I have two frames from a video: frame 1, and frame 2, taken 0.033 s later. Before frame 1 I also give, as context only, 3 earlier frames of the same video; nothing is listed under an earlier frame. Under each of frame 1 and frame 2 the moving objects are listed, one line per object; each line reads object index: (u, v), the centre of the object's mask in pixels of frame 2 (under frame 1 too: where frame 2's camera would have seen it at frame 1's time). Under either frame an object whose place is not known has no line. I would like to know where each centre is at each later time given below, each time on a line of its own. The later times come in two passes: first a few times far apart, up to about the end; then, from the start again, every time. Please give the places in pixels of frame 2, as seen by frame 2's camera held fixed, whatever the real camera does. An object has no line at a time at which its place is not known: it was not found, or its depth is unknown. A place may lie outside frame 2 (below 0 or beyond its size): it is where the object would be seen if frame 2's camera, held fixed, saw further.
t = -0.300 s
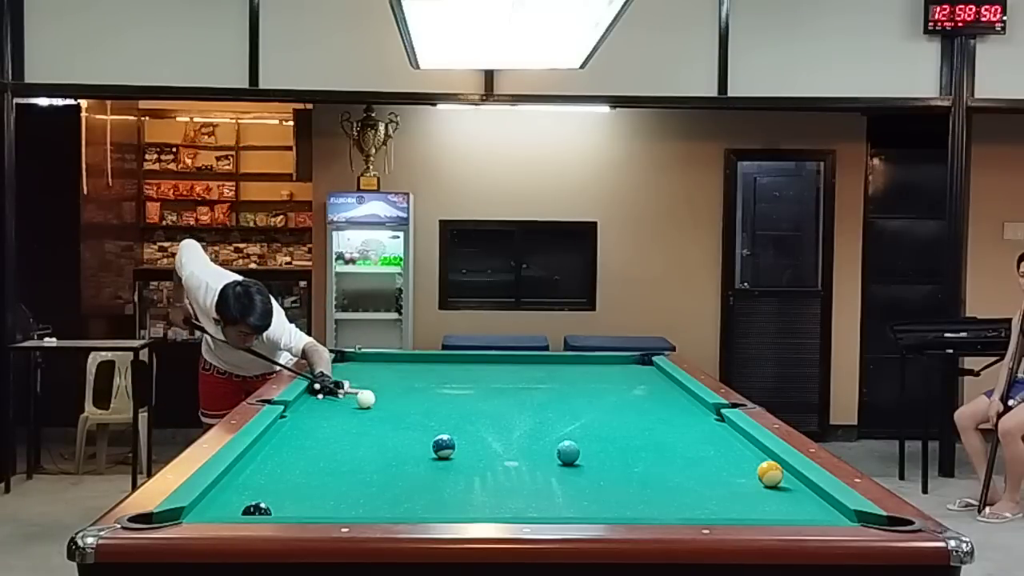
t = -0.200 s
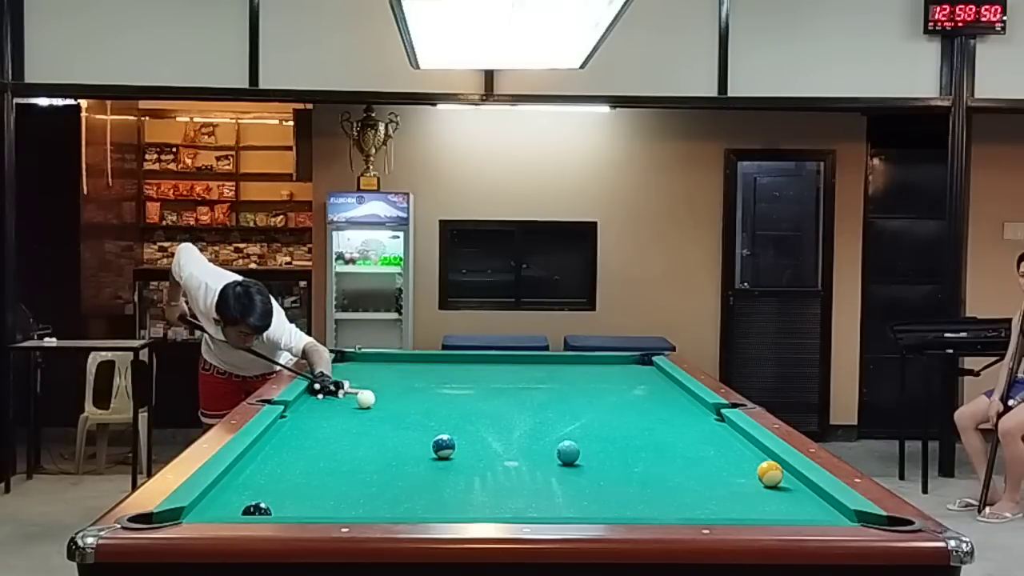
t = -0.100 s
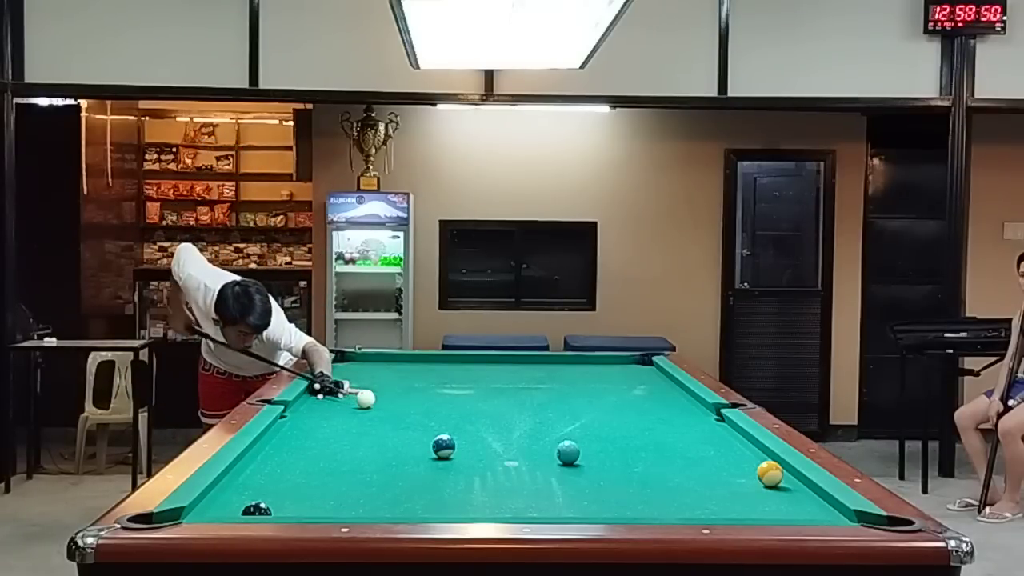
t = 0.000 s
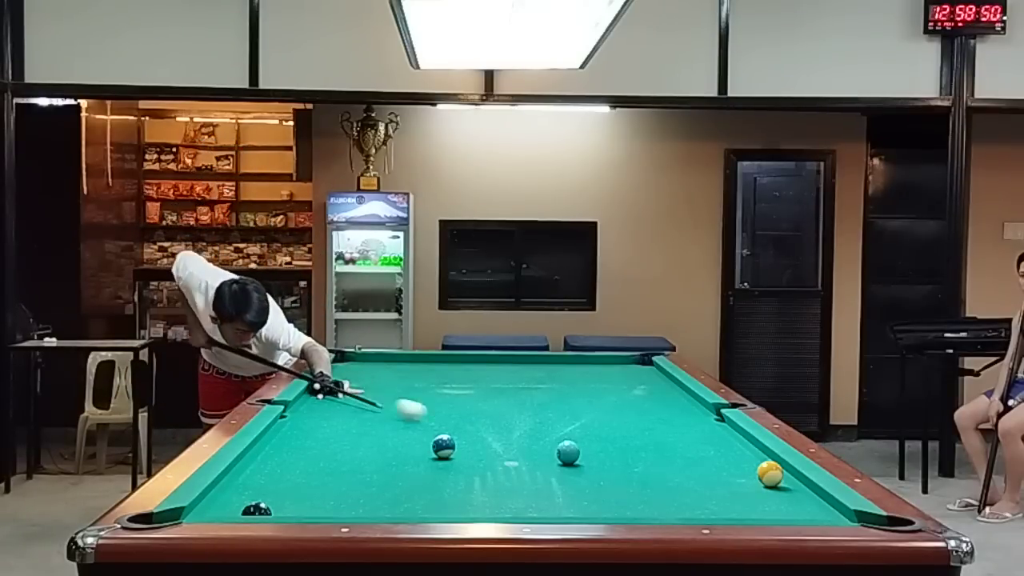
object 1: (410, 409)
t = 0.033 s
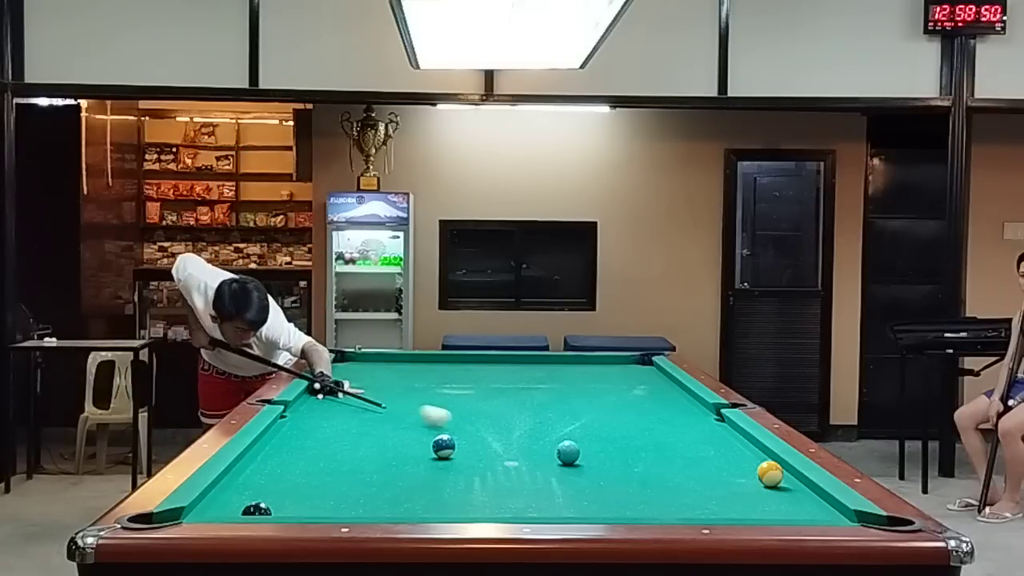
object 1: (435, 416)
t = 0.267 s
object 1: (557, 449)
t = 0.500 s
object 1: (567, 451)
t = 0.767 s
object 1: (577, 453)
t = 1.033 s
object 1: (586, 455)
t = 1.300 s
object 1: (592, 456)
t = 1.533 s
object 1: (596, 457)
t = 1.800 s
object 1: (599, 457)
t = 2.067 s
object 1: (600, 457)
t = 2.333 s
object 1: (600, 458)
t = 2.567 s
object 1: (600, 457)
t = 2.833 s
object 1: (600, 457)
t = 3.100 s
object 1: (600, 457)
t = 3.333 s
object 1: (599, 457)
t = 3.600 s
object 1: (600, 457)
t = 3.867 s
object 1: (600, 457)
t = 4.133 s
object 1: (600, 457)
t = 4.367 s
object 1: (600, 457)
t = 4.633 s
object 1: (600, 457)
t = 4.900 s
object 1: (600, 457)
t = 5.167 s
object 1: (600, 457)
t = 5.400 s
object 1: (600, 457)
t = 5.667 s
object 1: (600, 457)
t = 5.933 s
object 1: (600, 457)
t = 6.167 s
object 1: (600, 457)
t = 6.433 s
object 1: (600, 457)
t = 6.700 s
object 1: (600, 457)
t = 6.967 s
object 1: (600, 457)
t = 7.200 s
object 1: (600, 457)
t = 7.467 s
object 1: (600, 457)
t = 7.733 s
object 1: (600, 457)
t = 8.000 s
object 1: (600, 458)
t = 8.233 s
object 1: (600, 457)
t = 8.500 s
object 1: (600, 457)
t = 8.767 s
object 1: (600, 457)
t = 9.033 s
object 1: (600, 457)
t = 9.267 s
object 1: (600, 457)
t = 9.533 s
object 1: (600, 457)
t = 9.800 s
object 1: (600, 457)
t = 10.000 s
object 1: (600, 457)
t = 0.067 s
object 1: (460, 422)
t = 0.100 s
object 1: (486, 429)
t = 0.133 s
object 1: (513, 436)
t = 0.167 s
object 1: (542, 444)
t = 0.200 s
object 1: (554, 448)
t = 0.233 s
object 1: (556, 448)
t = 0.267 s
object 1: (557, 449)
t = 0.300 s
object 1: (559, 449)
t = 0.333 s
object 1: (560, 449)
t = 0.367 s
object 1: (562, 450)
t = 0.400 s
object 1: (563, 450)
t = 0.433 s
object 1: (565, 450)
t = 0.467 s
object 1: (566, 451)
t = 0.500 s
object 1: (567, 451)
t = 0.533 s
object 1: (569, 451)
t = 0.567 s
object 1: (570, 452)
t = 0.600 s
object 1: (571, 452)
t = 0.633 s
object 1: (573, 452)
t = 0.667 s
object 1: (574, 452)
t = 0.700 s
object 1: (575, 452)
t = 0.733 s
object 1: (577, 453)
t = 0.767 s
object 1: (577, 453)
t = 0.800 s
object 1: (579, 453)
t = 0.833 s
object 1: (580, 454)
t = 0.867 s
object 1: (581, 454)
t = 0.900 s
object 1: (582, 454)
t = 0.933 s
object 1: (583, 454)
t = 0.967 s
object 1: (584, 454)
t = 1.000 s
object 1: (585, 455)
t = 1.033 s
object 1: (586, 455)
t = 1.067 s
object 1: (587, 455)
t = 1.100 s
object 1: (588, 455)
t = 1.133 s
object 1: (588, 455)
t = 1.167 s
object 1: (589, 455)
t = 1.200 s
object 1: (590, 456)
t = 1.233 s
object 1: (591, 456)
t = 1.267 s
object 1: (591, 456)
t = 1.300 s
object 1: (592, 456)
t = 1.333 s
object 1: (593, 456)
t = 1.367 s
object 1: (593, 456)
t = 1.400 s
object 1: (594, 456)
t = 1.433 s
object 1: (594, 457)
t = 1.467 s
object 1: (595, 457)
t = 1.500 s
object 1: (595, 457)
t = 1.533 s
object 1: (596, 457)
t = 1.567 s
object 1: (596, 457)
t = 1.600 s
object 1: (597, 457)
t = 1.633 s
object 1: (597, 457)
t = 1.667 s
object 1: (597, 457)
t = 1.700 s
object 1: (598, 457)
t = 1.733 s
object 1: (598, 457)
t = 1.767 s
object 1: (598, 457)
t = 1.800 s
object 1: (599, 457)
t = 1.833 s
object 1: (599, 457)
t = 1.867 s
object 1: (599, 457)
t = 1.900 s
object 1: (599, 458)
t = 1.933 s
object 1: (599, 457)
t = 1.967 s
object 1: (599, 457)
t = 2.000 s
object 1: (599, 457)
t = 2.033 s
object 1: (600, 457)
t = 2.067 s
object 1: (600, 457)
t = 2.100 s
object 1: (600, 458)
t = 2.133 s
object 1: (600, 457)
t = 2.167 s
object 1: (600, 457)
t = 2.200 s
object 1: (600, 457)
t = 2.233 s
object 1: (600, 457)
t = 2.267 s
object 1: (600, 458)
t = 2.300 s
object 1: (600, 458)
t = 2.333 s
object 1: (600, 458)
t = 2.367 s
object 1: (600, 458)
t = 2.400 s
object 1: (600, 457)
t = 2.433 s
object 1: (600, 457)
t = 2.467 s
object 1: (600, 457)
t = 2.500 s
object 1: (600, 457)
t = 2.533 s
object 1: (600, 457)
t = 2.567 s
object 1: (600, 457)
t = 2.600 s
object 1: (600, 457)
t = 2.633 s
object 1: (600, 457)
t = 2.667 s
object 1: (600, 457)
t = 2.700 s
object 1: (600, 457)
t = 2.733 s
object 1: (600, 457)
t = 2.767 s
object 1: (600, 457)
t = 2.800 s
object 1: (599, 457)
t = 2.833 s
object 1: (600, 457)
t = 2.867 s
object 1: (600, 457)
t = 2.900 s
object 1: (599, 457)
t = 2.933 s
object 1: (599, 457)
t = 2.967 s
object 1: (600, 457)
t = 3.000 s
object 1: (600, 457)
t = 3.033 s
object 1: (600, 457)
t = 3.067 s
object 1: (600, 457)
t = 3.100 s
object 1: (600, 457)
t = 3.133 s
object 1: (600, 457)
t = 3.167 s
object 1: (599, 457)
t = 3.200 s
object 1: (600, 457)
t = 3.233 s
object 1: (599, 457)
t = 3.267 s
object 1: (599, 457)
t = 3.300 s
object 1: (599, 457)
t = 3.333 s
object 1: (599, 457)
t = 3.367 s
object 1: (599, 457)
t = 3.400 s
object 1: (599, 457)
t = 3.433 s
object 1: (599, 457)
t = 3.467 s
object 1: (599, 457)
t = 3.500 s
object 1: (600, 457)
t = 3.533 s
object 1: (600, 457)
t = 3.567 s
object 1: (600, 457)
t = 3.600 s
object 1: (600, 457)
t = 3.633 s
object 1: (600, 457)
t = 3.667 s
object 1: (600, 457)
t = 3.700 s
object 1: (600, 457)
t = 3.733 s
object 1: (600, 457)
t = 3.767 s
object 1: (600, 457)
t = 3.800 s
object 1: (600, 457)
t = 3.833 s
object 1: (600, 457)
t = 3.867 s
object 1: (600, 457)
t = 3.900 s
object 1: (600, 457)
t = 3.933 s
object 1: (600, 457)
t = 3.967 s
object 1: (600, 457)
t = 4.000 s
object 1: (600, 457)
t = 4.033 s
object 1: (600, 457)
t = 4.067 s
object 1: (600, 457)
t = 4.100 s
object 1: (600, 457)
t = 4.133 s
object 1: (600, 457)
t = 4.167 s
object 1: (600, 457)
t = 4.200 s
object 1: (600, 457)
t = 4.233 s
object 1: (600, 457)
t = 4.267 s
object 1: (600, 457)
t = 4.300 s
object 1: (600, 457)
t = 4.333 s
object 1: (600, 457)
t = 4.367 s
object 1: (600, 457)
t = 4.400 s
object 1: (600, 457)
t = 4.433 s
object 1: (600, 457)
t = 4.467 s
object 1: (600, 457)
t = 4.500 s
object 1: (600, 457)
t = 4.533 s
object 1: (600, 457)
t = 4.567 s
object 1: (600, 457)
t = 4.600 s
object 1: (600, 457)
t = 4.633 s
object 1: (600, 457)
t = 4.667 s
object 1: (600, 457)
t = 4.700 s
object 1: (600, 457)
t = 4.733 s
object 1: (600, 458)
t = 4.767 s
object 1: (600, 457)
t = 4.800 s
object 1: (600, 457)
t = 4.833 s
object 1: (600, 457)
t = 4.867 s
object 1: (600, 457)
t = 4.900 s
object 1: (600, 457)
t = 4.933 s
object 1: (600, 457)
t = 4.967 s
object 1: (600, 457)
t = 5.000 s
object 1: (600, 457)
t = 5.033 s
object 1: (600, 457)
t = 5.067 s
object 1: (600, 457)
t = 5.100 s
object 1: (600, 457)
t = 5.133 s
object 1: (600, 457)
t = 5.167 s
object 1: (600, 457)
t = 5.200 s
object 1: (600, 457)
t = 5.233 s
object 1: (600, 457)
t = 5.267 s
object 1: (600, 457)
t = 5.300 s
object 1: (600, 457)
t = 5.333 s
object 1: (600, 457)
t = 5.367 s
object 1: (600, 457)
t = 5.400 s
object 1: (600, 457)
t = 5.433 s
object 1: (600, 457)
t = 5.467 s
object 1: (600, 457)
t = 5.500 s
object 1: (600, 457)
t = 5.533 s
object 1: (600, 457)
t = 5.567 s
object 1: (600, 457)
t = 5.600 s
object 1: (600, 457)
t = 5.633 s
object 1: (600, 457)
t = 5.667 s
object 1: (600, 457)
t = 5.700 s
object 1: (600, 457)
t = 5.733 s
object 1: (600, 457)
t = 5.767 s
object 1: (600, 457)
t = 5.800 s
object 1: (600, 457)
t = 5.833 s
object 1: (600, 457)
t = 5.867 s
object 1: (600, 457)
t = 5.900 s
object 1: (600, 457)
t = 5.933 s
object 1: (600, 457)
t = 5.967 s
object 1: (600, 457)
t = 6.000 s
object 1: (600, 457)
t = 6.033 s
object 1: (600, 457)
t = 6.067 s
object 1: (600, 457)
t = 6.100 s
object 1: (600, 457)
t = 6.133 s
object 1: (600, 457)
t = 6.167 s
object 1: (600, 457)
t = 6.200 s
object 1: (600, 457)
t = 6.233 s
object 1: (600, 457)
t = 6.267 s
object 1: (600, 457)
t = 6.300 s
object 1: (600, 457)
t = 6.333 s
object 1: (600, 457)
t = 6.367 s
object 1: (600, 457)
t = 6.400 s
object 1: (600, 458)
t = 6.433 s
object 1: (600, 457)
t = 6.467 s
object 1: (600, 457)
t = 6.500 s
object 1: (600, 457)
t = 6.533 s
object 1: (600, 457)
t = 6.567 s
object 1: (600, 457)
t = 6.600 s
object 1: (600, 457)
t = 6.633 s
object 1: (600, 457)
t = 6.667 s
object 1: (600, 457)
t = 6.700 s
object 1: (600, 457)
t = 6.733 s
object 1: (600, 457)
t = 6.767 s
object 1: (600, 457)
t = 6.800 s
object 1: (600, 457)
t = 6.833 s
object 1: (600, 457)
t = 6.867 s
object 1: (600, 457)
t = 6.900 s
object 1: (600, 457)
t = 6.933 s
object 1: (600, 457)
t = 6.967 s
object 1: (600, 457)
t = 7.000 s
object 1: (600, 457)
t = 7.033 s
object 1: (600, 457)
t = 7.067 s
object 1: (600, 457)
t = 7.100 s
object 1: (600, 457)
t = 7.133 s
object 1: (600, 457)
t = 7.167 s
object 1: (600, 457)
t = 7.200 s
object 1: (600, 457)
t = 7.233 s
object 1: (600, 457)
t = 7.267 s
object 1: (600, 457)
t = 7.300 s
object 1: (600, 457)
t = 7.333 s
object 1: (600, 457)
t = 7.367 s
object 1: (600, 457)
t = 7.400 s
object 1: (600, 457)
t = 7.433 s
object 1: (600, 457)
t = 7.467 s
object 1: (600, 457)
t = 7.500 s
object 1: (600, 457)
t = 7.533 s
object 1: (600, 457)
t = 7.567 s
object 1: (600, 458)
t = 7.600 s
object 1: (600, 457)
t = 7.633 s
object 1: (600, 458)
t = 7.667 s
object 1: (600, 457)
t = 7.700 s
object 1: (600, 458)
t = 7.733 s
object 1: (600, 457)
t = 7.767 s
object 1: (600, 457)
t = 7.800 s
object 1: (600, 457)
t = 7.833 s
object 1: (600, 458)
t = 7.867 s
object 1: (600, 458)
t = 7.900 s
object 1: (600, 457)
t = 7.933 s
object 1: (600, 457)
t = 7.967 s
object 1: (600, 457)
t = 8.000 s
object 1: (600, 458)
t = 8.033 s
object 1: (600, 457)
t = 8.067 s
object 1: (600, 457)
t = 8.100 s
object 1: (600, 457)
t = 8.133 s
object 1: (600, 457)
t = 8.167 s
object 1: (600, 457)
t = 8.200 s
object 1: (600, 457)
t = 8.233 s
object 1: (600, 457)
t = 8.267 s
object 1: (600, 457)
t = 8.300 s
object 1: (600, 457)
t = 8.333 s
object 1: (600, 457)
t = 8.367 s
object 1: (600, 457)
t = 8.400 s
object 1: (600, 457)
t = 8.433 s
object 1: (600, 457)
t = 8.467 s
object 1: (600, 457)
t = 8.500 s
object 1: (600, 457)
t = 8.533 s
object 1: (600, 457)
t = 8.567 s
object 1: (600, 457)
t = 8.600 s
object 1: (600, 457)
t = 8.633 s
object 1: (600, 457)
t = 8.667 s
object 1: (600, 457)
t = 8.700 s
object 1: (600, 457)
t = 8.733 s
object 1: (600, 457)
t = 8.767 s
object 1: (600, 457)
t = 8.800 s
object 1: (600, 457)
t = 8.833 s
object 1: (600, 457)
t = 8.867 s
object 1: (600, 457)
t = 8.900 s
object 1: (600, 457)
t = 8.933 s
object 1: (600, 457)
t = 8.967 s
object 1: (600, 457)
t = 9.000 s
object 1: (600, 457)
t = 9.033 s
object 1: (600, 457)
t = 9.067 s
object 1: (600, 457)
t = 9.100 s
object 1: (600, 457)
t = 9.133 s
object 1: (600, 457)
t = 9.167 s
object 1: (600, 457)
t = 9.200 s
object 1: (600, 457)
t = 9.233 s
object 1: (600, 457)
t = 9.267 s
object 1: (600, 457)
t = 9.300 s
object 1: (600, 457)
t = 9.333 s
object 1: (600, 457)
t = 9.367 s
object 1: (600, 457)
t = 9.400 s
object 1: (600, 457)
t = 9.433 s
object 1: (600, 457)
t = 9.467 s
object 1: (600, 457)
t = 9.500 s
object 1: (600, 457)
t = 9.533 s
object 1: (600, 457)
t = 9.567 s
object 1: (600, 457)
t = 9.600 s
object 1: (600, 457)
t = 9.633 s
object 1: (600, 457)
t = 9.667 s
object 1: (600, 457)
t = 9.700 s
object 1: (600, 457)
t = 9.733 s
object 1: (600, 457)
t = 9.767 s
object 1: (600, 457)
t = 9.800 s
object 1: (600, 457)
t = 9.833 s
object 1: (600, 457)
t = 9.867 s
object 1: (600, 457)
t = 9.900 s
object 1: (600, 457)
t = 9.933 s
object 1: (600, 457)
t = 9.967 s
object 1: (600, 457)
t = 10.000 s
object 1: (600, 457)
